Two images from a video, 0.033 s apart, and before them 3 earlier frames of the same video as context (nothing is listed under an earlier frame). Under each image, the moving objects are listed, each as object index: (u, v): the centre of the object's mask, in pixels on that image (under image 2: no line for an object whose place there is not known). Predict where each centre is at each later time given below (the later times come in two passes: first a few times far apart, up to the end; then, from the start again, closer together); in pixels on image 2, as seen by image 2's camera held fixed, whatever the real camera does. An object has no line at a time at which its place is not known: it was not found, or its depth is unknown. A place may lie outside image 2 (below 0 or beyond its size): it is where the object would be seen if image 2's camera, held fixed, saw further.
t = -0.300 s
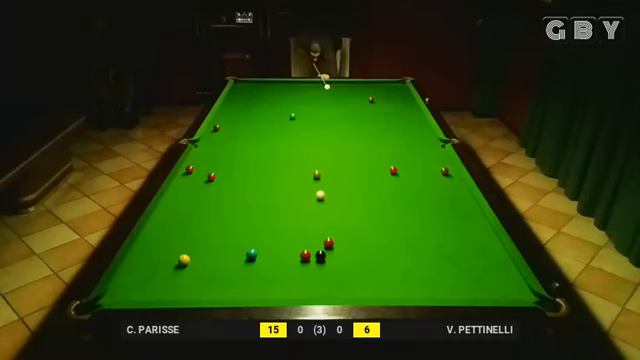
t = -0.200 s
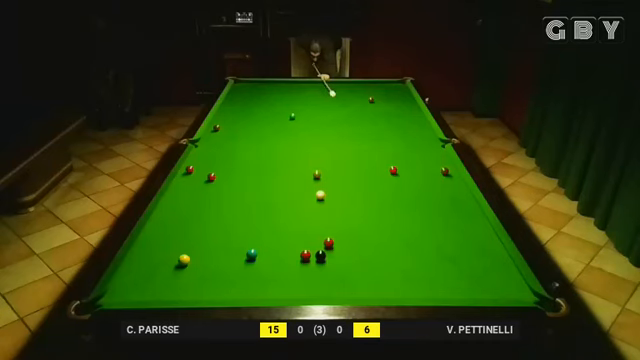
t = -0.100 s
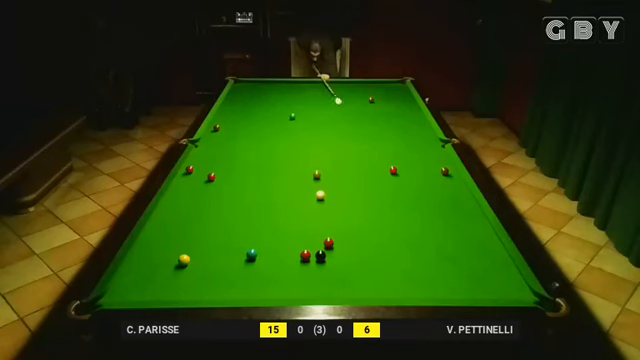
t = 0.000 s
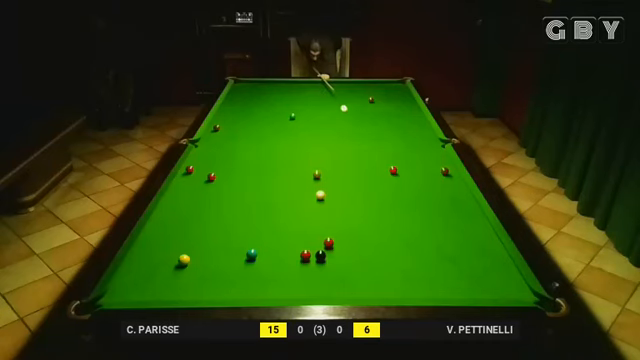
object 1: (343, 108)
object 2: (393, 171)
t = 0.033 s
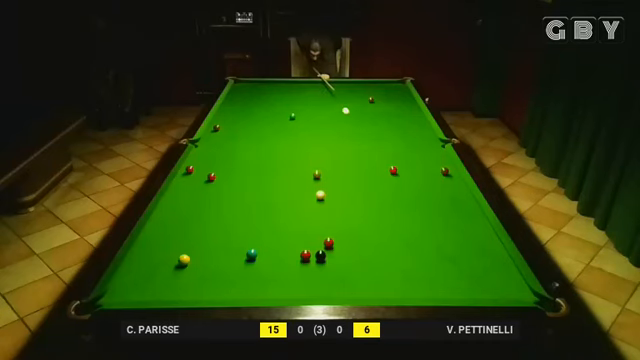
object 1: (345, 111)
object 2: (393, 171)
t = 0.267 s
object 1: (360, 129)
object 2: (393, 171)
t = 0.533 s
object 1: (381, 156)
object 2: (393, 170)
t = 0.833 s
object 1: (385, 171)
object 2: (420, 193)
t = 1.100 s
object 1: (384, 181)
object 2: (452, 221)
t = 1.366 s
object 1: (382, 191)
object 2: (491, 254)
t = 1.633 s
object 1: (380, 201)
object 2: (520, 292)
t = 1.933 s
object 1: (379, 213)
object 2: (518, 279)
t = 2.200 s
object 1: (377, 224)
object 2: (506, 264)
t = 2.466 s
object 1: (376, 235)
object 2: (495, 251)
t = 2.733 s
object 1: (375, 247)
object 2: (486, 240)
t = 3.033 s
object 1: (373, 259)
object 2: (478, 229)
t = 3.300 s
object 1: (371, 270)
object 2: (471, 221)
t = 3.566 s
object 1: (369, 281)
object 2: (465, 214)
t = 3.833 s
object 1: (368, 291)
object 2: (460, 209)
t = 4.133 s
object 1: (365, 291)
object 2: (455, 203)
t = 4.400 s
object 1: (363, 287)
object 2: (451, 199)
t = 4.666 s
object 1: (362, 283)
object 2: (448, 196)
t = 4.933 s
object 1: (361, 280)
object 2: (445, 194)
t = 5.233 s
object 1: (360, 279)
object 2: (442, 192)
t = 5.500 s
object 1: (360, 279)
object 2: (441, 191)
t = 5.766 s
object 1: (360, 279)
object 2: (440, 190)
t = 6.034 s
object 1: (360, 279)
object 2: (440, 190)
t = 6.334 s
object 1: (360, 279)
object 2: (440, 190)
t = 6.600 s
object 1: (360, 279)
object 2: (440, 190)
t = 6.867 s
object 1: (360, 279)
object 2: (440, 190)
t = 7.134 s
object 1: (360, 279)
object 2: (440, 190)
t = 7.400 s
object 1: (360, 279)
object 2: (440, 190)
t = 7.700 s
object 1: (360, 279)
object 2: (440, 190)
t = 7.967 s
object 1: (360, 279)
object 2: (440, 190)
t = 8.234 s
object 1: (360, 279)
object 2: (440, 190)
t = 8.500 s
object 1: (360, 279)
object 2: (440, 190)
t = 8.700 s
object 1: (360, 279)
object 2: (440, 190)
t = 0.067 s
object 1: (347, 113)
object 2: (393, 171)
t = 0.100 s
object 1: (349, 116)
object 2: (393, 171)
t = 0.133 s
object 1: (351, 118)
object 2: (393, 171)
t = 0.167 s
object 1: (354, 121)
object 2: (393, 171)
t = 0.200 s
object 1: (356, 123)
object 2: (393, 171)
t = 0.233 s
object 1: (358, 126)
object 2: (393, 171)
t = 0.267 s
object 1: (360, 129)
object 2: (393, 171)
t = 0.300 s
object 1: (362, 132)
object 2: (393, 171)
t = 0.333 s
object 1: (365, 135)
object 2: (393, 171)
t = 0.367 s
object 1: (367, 139)
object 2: (393, 171)
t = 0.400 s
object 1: (370, 142)
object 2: (393, 171)
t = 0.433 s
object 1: (372, 145)
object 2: (393, 170)
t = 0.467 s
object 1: (375, 149)
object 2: (393, 170)
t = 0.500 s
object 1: (378, 152)
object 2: (393, 171)
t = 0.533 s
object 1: (381, 156)
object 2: (393, 170)
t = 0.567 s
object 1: (384, 159)
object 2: (393, 171)
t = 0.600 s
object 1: (387, 163)
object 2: (393, 171)
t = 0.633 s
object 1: (388, 166)
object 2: (395, 171)
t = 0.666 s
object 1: (388, 167)
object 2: (398, 175)
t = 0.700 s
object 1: (387, 168)
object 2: (403, 179)
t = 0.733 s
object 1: (386, 168)
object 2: (408, 183)
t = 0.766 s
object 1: (385, 169)
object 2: (412, 186)
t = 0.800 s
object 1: (385, 170)
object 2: (416, 190)
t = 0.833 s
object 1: (385, 171)
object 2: (420, 193)
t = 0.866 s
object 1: (385, 172)
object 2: (424, 197)
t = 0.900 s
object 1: (384, 173)
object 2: (428, 200)
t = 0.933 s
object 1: (384, 174)
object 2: (431, 204)
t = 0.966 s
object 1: (384, 176)
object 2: (436, 207)
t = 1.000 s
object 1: (384, 177)
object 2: (440, 210)
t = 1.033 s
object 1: (384, 178)
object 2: (443, 214)
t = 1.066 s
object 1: (384, 180)
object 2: (448, 217)
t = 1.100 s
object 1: (384, 181)
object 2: (452, 221)
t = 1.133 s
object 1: (383, 182)
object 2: (456, 225)
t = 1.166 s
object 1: (383, 183)
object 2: (461, 229)
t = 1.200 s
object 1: (383, 185)
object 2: (466, 233)
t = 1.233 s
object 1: (383, 186)
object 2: (471, 237)
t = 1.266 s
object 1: (382, 187)
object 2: (475, 241)
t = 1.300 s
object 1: (382, 188)
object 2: (481, 246)
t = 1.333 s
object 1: (382, 190)
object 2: (486, 250)
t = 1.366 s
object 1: (382, 191)
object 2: (491, 254)
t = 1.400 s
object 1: (382, 192)
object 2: (496, 259)
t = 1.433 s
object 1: (382, 193)
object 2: (502, 264)
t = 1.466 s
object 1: (381, 195)
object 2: (507, 269)
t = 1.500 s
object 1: (381, 196)
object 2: (513, 274)
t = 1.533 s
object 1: (381, 197)
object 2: (517, 279)
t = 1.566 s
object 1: (381, 199)
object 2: (517, 283)
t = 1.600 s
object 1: (381, 200)
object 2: (518, 288)
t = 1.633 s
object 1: (380, 201)
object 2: (520, 292)
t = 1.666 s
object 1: (380, 202)
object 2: (521, 295)
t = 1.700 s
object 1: (380, 204)
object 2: (521, 295)
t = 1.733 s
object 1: (380, 205)
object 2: (521, 293)
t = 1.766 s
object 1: (380, 206)
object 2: (520, 292)
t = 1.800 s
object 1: (380, 208)
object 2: (520, 289)
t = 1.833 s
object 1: (379, 209)
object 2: (519, 286)
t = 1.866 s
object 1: (379, 210)
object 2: (518, 284)
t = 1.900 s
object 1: (379, 212)
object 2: (518, 281)
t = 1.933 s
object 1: (379, 213)
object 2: (518, 279)
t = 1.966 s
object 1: (379, 214)
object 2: (516, 277)
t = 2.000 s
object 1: (379, 216)
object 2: (515, 275)
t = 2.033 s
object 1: (378, 217)
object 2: (513, 273)
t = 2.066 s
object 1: (378, 219)
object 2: (511, 271)
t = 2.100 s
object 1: (378, 220)
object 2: (510, 269)
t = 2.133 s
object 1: (378, 221)
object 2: (509, 267)
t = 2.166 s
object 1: (378, 223)
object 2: (507, 265)
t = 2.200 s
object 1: (377, 224)
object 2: (506, 264)
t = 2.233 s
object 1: (377, 225)
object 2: (504, 262)
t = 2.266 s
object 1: (377, 227)
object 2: (503, 261)
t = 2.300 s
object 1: (377, 228)
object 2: (501, 259)
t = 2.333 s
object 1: (377, 230)
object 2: (500, 257)
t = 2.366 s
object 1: (377, 231)
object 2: (499, 255)
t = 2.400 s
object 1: (377, 233)
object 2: (498, 254)
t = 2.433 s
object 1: (376, 234)
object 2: (496, 252)
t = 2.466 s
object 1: (376, 235)
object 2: (495, 251)
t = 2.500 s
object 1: (376, 237)
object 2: (494, 249)
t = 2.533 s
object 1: (376, 238)
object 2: (493, 248)
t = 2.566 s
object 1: (376, 239)
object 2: (492, 246)
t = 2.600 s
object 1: (375, 241)
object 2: (491, 245)
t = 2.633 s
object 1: (375, 243)
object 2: (490, 244)
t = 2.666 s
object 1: (375, 244)
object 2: (488, 242)
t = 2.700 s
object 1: (375, 245)
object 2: (487, 241)
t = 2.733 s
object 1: (375, 247)
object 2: (486, 240)
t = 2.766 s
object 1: (374, 248)
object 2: (485, 239)
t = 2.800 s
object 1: (374, 250)
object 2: (484, 237)
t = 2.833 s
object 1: (374, 251)
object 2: (483, 236)
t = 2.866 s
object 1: (374, 252)
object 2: (482, 234)
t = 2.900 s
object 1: (374, 254)
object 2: (481, 234)
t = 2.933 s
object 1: (373, 255)
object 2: (481, 233)
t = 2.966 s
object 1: (373, 257)
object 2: (480, 231)
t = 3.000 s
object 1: (373, 258)
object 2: (479, 230)
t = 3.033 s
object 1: (373, 259)
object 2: (478, 229)
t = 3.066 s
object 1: (372, 261)
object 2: (477, 228)
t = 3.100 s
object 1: (372, 262)
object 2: (476, 227)
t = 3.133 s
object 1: (372, 263)
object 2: (475, 226)
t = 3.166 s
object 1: (372, 265)
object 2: (474, 225)
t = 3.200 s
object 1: (372, 266)
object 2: (474, 224)
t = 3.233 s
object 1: (372, 268)
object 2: (473, 223)
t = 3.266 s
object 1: (371, 269)
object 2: (472, 222)
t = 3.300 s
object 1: (371, 270)
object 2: (471, 221)
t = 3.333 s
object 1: (371, 272)
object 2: (471, 220)
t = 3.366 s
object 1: (371, 273)
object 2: (470, 219)
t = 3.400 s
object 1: (370, 274)
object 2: (469, 218)
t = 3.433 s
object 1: (370, 276)
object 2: (468, 217)
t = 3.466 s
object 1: (370, 277)
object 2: (467, 217)
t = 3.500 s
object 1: (370, 278)
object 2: (467, 216)
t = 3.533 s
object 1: (370, 280)
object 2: (466, 215)
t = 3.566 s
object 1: (369, 281)
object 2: (465, 214)
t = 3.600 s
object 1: (369, 282)
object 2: (465, 213)
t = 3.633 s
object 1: (369, 284)
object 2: (464, 213)
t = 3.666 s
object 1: (369, 285)
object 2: (464, 212)
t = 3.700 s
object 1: (368, 286)
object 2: (463, 211)
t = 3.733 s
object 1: (368, 288)
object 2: (462, 210)
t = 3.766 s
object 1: (368, 289)
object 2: (462, 210)
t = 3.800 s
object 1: (368, 290)
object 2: (461, 209)
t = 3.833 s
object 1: (368, 291)
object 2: (460, 209)
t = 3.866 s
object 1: (367, 291)
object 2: (460, 208)
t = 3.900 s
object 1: (367, 292)
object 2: (459, 207)
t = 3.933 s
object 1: (367, 293)
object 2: (459, 207)
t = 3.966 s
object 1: (367, 293)
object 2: (458, 206)
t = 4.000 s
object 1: (366, 293)
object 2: (457, 205)
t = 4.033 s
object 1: (366, 292)
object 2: (457, 205)
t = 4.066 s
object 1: (366, 292)
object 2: (456, 204)
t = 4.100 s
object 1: (366, 291)
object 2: (456, 204)
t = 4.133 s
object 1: (365, 291)
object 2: (455, 203)
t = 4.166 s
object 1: (365, 291)
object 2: (455, 203)
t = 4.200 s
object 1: (365, 290)
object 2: (454, 202)
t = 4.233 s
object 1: (365, 290)
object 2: (454, 202)
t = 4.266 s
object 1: (364, 290)
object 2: (453, 201)
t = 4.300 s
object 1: (364, 289)
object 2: (453, 201)
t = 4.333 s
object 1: (364, 288)
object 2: (452, 200)
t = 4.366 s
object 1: (364, 288)
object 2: (452, 200)
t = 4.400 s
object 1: (363, 287)
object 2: (451, 199)
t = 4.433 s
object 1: (363, 286)
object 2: (451, 199)
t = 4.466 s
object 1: (363, 286)
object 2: (451, 199)
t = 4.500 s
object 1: (363, 285)
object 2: (450, 198)
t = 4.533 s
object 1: (362, 285)
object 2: (449, 198)
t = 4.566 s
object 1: (362, 285)
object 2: (449, 197)
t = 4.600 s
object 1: (362, 284)
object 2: (448, 197)
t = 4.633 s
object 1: (362, 284)
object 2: (448, 197)
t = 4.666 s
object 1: (362, 283)
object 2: (448, 196)
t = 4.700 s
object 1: (361, 283)
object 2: (448, 196)
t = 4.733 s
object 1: (361, 282)
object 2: (447, 196)
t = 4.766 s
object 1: (361, 282)
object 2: (447, 196)
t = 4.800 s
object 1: (361, 282)
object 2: (446, 195)
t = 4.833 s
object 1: (361, 281)
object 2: (446, 195)
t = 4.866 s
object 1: (361, 281)
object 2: (445, 194)
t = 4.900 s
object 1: (361, 281)
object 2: (445, 194)
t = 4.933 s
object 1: (361, 280)
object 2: (445, 194)
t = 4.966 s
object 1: (361, 280)
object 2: (444, 193)
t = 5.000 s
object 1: (361, 280)
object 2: (444, 193)
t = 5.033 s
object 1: (360, 280)
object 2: (444, 193)
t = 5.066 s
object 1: (360, 280)
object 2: (444, 193)
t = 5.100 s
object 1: (360, 279)
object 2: (444, 193)
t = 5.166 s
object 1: (360, 279)
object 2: (443, 192)
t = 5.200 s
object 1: (360, 279)
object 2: (443, 192)
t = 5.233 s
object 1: (360, 279)
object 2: (442, 192)
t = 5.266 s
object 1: (360, 279)
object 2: (442, 192)
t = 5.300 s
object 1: (360, 279)
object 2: (442, 191)
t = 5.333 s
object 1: (360, 279)
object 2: (442, 191)
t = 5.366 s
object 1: (360, 279)
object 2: (441, 191)
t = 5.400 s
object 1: (360, 279)
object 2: (441, 191)
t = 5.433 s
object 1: (360, 279)
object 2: (441, 191)
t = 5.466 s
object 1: (360, 279)
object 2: (441, 191)
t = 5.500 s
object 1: (360, 279)
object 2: (441, 191)
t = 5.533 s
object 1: (360, 279)
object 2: (441, 191)
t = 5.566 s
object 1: (360, 279)
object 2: (440, 190)
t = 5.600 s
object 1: (360, 279)
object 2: (440, 190)
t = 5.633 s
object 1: (360, 279)
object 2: (440, 190)
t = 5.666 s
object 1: (360, 279)
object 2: (440, 190)
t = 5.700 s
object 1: (360, 279)
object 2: (440, 190)
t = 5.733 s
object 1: (360, 279)
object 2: (440, 190)
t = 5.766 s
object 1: (360, 279)
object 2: (440, 190)
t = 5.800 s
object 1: (360, 279)
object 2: (440, 190)
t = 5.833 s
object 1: (360, 279)
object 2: (440, 190)
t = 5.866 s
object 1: (360, 279)
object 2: (440, 190)
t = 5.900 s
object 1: (360, 279)
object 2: (440, 190)
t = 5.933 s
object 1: (360, 279)
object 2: (440, 190)
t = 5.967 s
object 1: (360, 279)
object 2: (440, 190)
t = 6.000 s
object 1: (360, 279)
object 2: (440, 190)
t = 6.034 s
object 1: (360, 279)
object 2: (440, 190)
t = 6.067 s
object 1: (360, 279)
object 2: (440, 190)
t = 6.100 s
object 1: (360, 278)
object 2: (440, 190)
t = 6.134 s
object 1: (360, 279)
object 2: (440, 190)
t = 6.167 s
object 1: (360, 279)
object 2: (440, 190)
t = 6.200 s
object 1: (360, 279)
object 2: (440, 190)
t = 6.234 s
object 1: (360, 279)
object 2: (440, 190)
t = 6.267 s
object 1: (360, 279)
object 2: (440, 190)
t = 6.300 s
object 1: (360, 279)
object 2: (440, 190)
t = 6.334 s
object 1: (360, 279)
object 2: (440, 190)
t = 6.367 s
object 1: (360, 279)
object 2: (440, 190)
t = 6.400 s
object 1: (360, 279)
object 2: (440, 190)
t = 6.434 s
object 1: (360, 279)
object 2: (440, 190)
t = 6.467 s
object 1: (360, 279)
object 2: (440, 190)
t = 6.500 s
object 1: (360, 279)
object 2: (440, 190)
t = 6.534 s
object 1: (360, 279)
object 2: (440, 190)
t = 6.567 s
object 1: (360, 279)
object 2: (440, 190)
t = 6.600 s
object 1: (360, 279)
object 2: (440, 190)
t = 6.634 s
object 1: (360, 279)
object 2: (440, 190)
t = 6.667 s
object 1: (360, 279)
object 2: (440, 190)
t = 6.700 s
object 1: (360, 279)
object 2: (440, 190)
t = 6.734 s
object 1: (360, 279)
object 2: (440, 190)
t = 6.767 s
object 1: (360, 279)
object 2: (440, 190)
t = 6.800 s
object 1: (360, 279)
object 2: (440, 190)
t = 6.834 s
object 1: (360, 279)
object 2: (440, 190)
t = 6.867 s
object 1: (360, 279)
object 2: (440, 190)
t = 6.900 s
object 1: (360, 279)
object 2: (440, 190)
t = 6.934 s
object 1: (360, 279)
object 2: (440, 190)
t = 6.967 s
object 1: (360, 279)
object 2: (440, 190)
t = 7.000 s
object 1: (360, 279)
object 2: (440, 190)
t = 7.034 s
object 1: (360, 279)
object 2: (440, 190)
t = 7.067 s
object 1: (360, 279)
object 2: (440, 190)
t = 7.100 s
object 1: (360, 279)
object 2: (440, 190)
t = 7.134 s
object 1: (360, 279)
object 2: (440, 190)
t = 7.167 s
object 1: (360, 279)
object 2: (440, 190)
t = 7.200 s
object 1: (360, 279)
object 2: (440, 190)
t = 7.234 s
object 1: (360, 279)
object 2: (440, 190)
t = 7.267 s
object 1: (360, 279)
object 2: (440, 190)
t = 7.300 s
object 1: (360, 279)
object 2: (440, 190)
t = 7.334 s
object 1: (360, 279)
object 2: (440, 190)
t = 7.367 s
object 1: (360, 279)
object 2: (440, 190)
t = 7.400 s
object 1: (360, 279)
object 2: (440, 190)
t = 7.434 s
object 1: (360, 279)
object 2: (440, 190)
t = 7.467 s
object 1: (360, 279)
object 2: (440, 190)
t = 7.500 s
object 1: (360, 279)
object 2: (440, 190)
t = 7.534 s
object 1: (360, 279)
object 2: (440, 190)
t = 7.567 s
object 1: (360, 279)
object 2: (440, 190)
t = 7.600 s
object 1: (360, 279)
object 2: (440, 190)
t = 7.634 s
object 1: (360, 279)
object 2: (440, 190)
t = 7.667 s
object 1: (360, 279)
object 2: (440, 190)
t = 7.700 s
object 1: (360, 279)
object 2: (440, 190)
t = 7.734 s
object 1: (360, 279)
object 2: (440, 190)
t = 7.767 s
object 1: (360, 279)
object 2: (440, 190)
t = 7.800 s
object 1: (360, 279)
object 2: (440, 190)
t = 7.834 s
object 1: (360, 279)
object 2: (440, 190)
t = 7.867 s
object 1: (360, 279)
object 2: (440, 190)
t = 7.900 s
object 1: (360, 279)
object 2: (440, 190)
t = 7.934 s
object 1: (360, 279)
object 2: (440, 190)
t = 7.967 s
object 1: (360, 279)
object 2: (440, 190)
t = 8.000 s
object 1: (360, 279)
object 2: (440, 190)
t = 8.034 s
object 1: (360, 279)
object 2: (440, 190)
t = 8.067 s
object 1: (360, 279)
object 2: (440, 190)
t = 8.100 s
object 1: (360, 279)
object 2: (440, 190)
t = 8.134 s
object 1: (360, 279)
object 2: (440, 190)
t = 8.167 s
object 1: (360, 279)
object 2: (440, 190)
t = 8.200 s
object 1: (360, 279)
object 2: (440, 190)
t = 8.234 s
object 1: (360, 279)
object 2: (440, 190)
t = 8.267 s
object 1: (360, 279)
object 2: (440, 190)
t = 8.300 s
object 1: (360, 279)
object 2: (440, 190)
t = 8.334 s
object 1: (360, 279)
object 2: (440, 190)
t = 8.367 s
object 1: (360, 279)
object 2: (440, 190)
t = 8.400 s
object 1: (360, 279)
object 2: (440, 190)
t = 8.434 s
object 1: (360, 279)
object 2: (440, 190)
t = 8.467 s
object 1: (360, 279)
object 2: (440, 190)
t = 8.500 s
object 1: (360, 279)
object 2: (440, 190)
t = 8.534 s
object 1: (360, 279)
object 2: (440, 190)
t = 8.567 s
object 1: (360, 279)
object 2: (440, 190)
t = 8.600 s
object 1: (360, 279)
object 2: (440, 190)
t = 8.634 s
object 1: (360, 279)
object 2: (440, 190)
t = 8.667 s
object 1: (360, 279)
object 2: (440, 190)
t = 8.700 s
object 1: (360, 279)
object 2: (440, 190)
